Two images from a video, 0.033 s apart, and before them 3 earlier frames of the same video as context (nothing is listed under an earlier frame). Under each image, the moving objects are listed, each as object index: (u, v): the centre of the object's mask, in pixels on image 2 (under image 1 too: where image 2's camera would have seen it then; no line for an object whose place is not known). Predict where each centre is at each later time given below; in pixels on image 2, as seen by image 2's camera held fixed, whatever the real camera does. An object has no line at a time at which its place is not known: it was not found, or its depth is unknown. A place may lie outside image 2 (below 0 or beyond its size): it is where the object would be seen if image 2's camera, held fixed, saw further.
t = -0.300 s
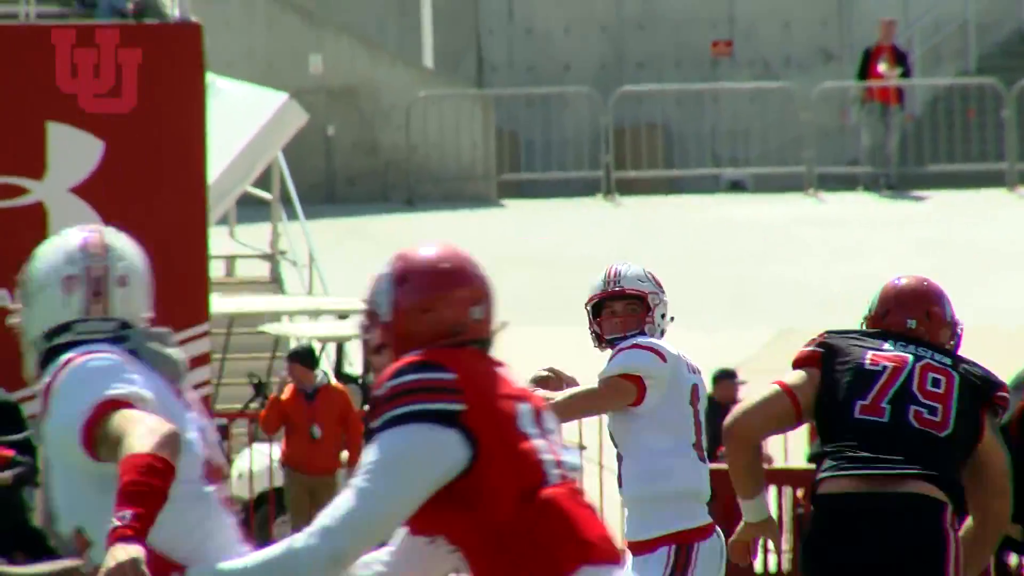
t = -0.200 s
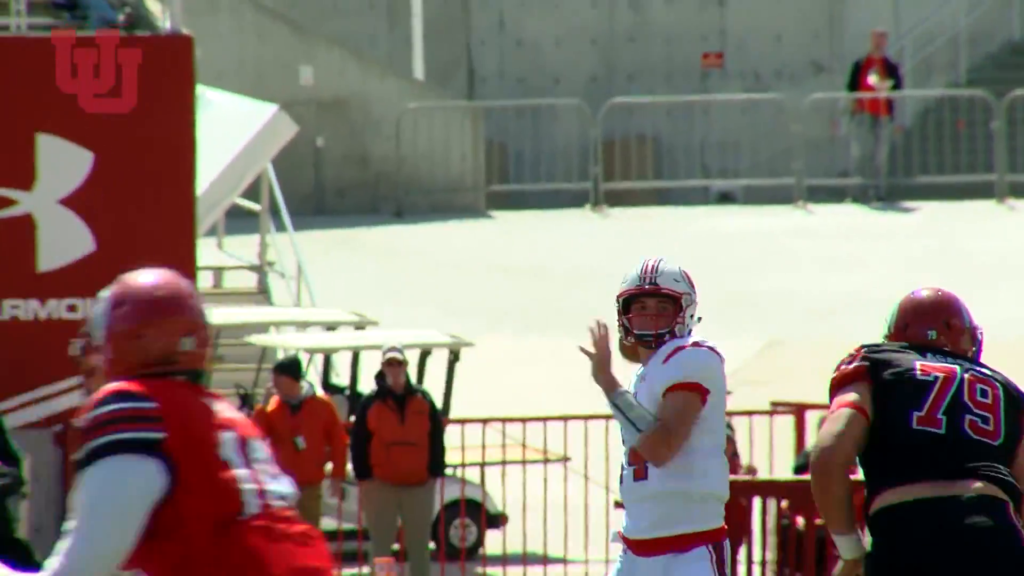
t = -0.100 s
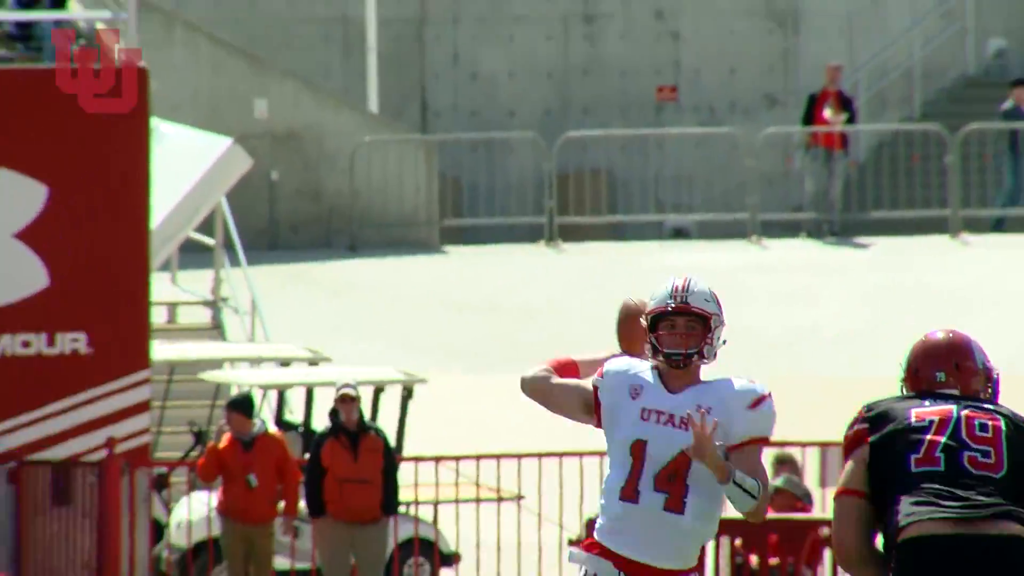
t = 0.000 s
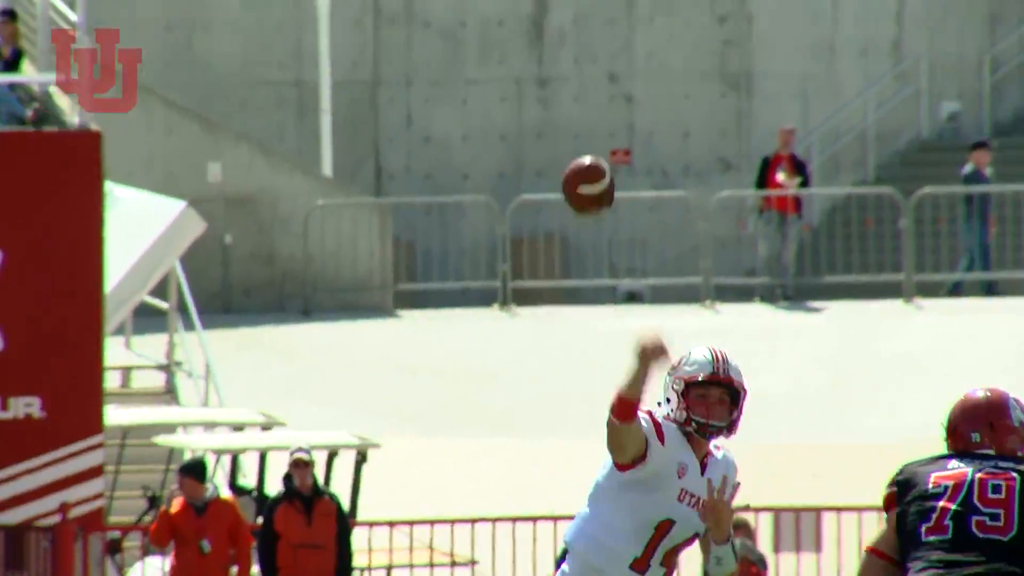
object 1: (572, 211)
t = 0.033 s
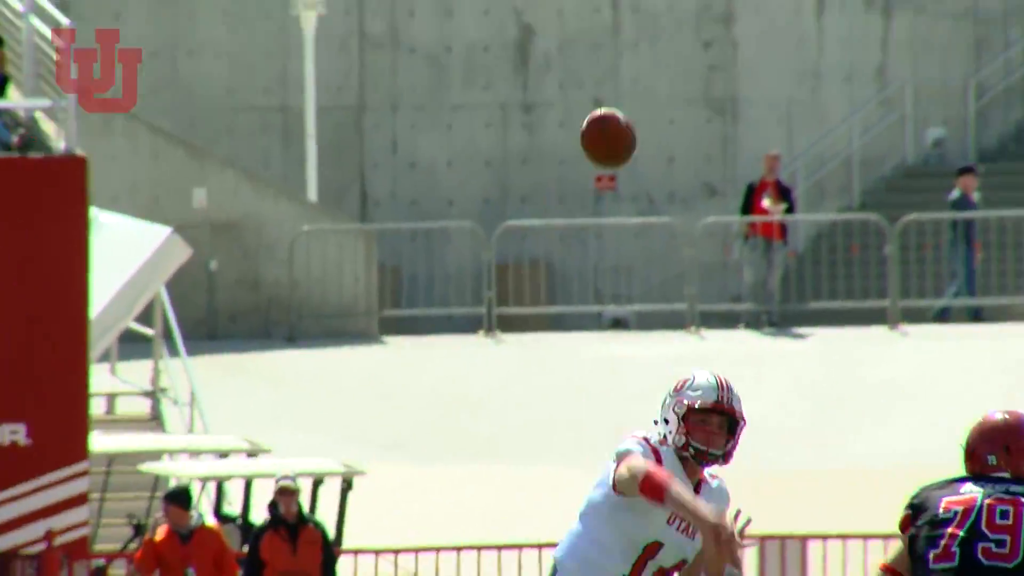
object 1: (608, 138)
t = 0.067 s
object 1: (643, 63)
